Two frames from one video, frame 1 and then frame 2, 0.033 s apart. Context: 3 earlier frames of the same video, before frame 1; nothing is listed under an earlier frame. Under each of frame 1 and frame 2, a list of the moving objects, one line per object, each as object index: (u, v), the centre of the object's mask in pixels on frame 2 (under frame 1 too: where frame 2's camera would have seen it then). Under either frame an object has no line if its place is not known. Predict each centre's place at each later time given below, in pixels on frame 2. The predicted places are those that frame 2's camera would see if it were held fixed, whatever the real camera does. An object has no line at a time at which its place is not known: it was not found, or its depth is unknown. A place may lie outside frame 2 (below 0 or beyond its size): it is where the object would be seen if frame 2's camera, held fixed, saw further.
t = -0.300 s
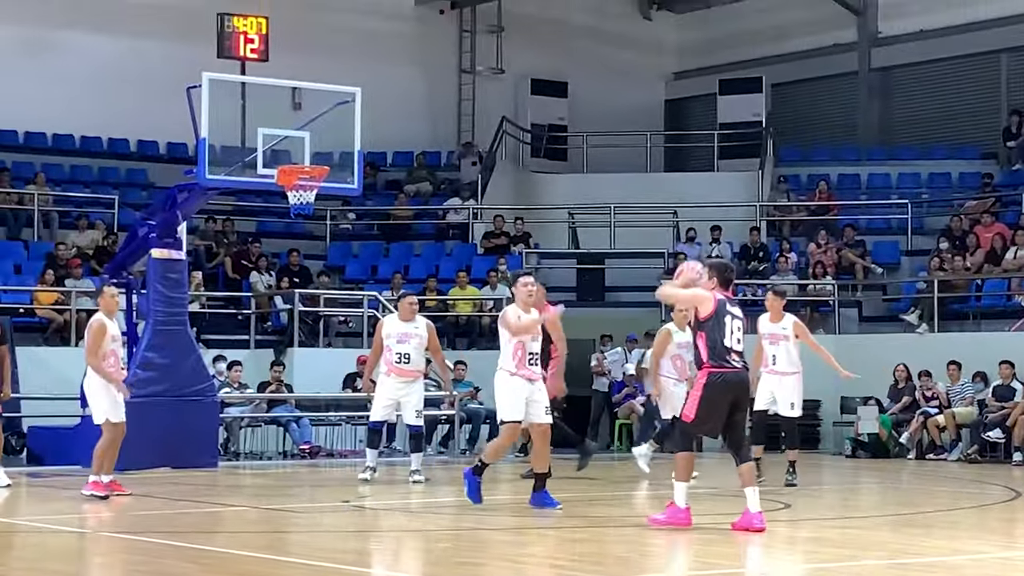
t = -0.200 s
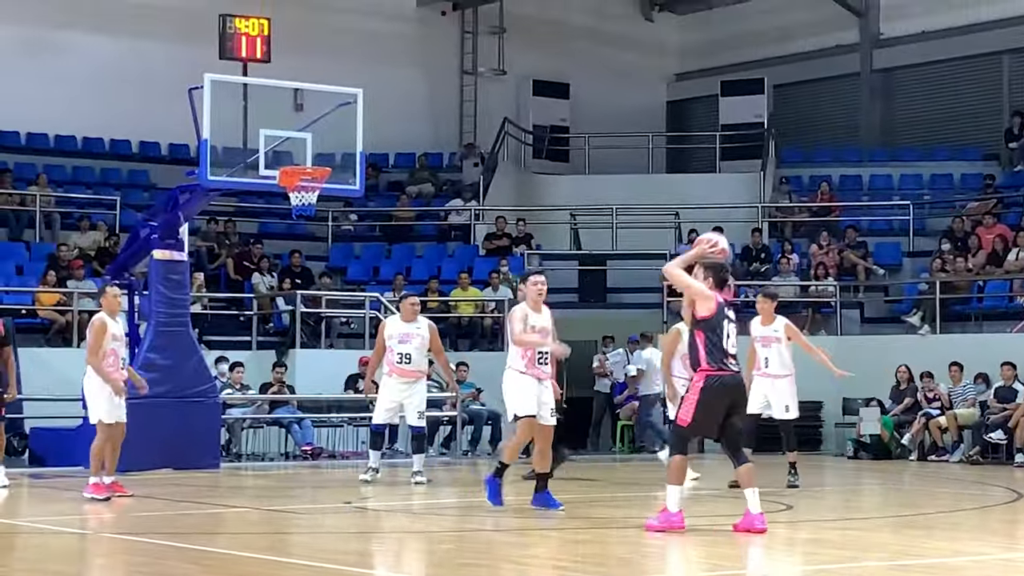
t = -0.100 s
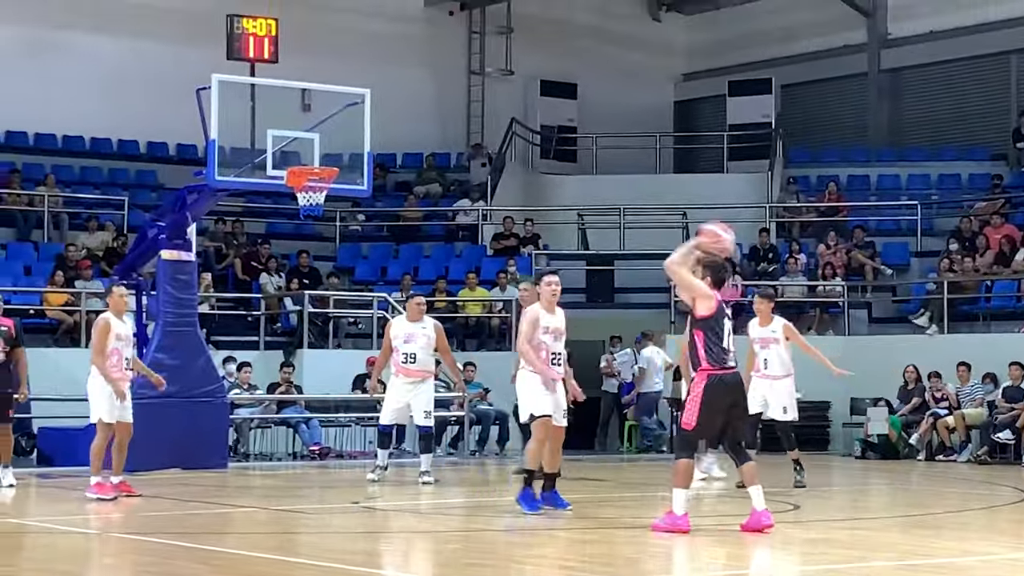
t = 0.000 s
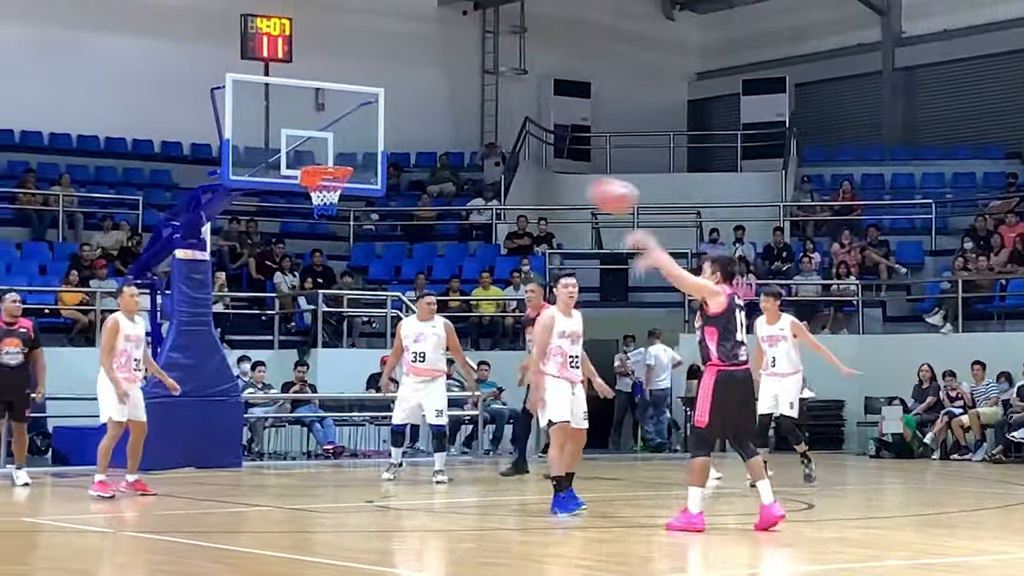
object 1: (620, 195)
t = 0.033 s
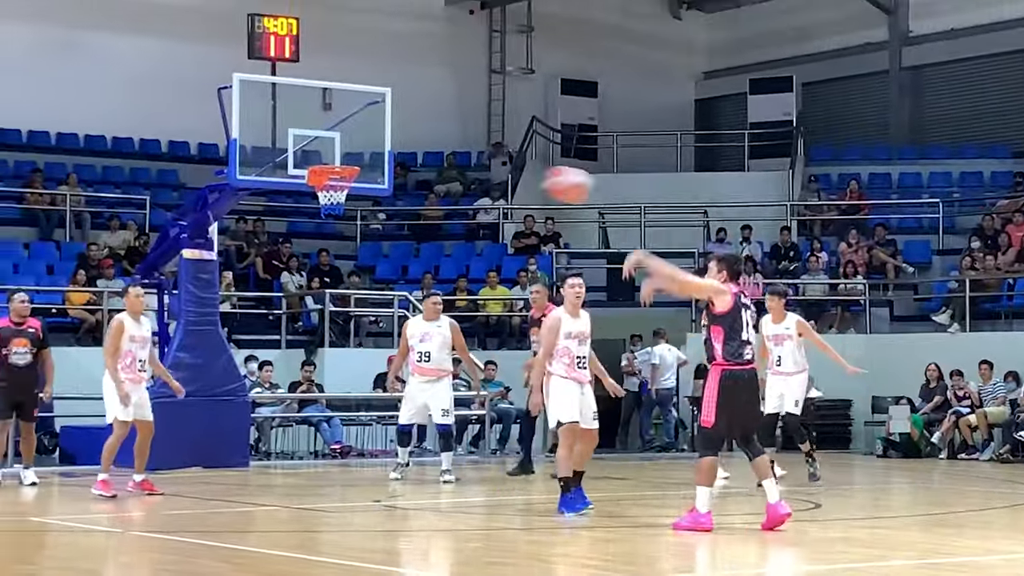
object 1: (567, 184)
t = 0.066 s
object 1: (517, 176)
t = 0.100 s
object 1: (468, 169)
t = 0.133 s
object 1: (418, 164)
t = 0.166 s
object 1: (367, 161)
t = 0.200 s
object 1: (315, 154)
